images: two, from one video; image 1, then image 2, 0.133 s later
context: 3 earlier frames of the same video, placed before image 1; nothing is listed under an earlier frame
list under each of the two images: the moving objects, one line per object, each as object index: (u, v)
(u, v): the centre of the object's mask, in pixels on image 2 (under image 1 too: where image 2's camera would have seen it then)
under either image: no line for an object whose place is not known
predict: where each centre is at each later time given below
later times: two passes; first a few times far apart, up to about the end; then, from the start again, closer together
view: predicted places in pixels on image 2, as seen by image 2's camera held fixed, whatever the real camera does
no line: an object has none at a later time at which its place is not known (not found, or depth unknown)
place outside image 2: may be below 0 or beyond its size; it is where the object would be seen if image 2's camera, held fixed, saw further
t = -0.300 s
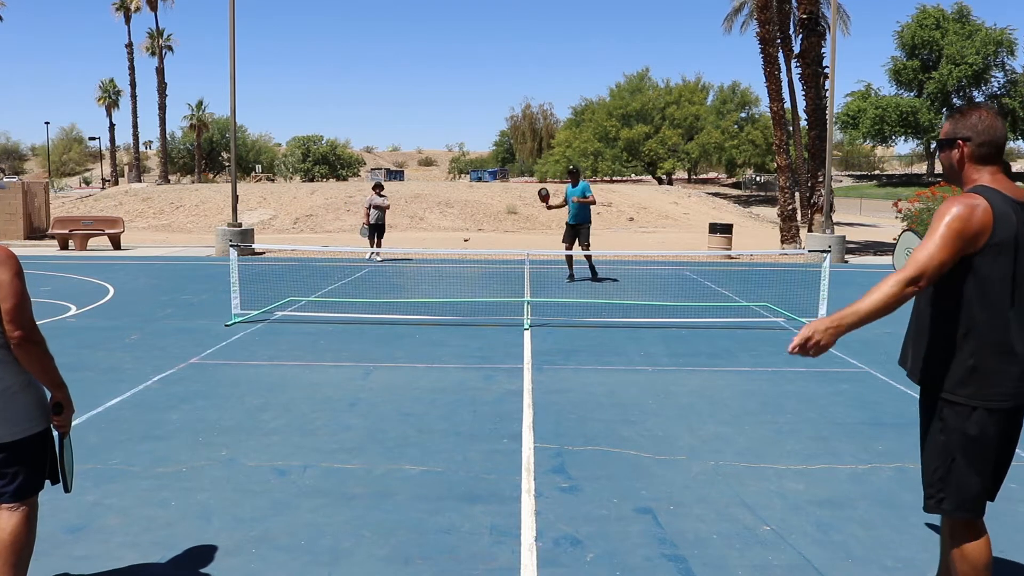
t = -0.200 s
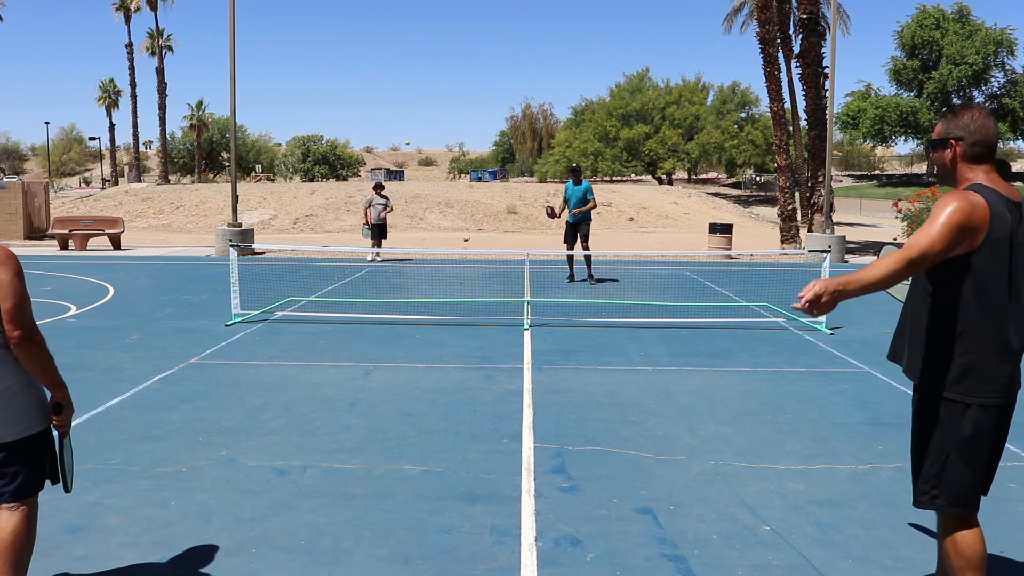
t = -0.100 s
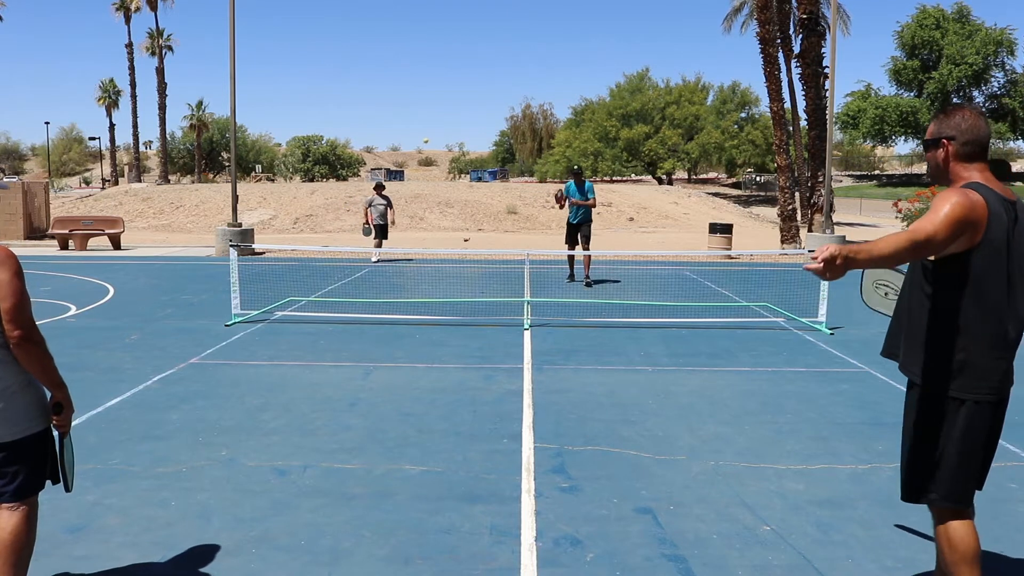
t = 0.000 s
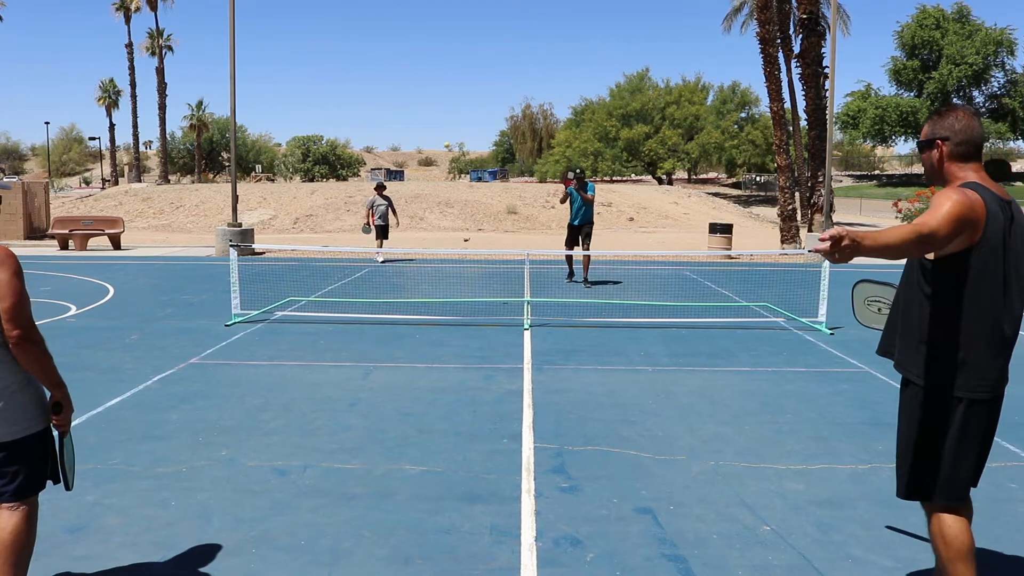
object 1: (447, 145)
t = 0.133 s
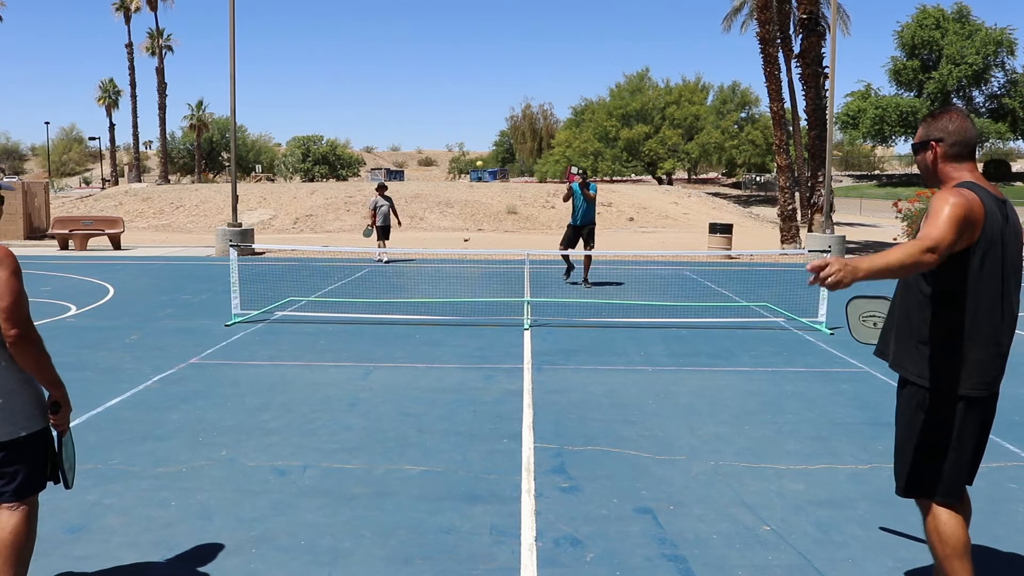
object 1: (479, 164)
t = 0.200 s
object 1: (499, 181)
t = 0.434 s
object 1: (588, 304)
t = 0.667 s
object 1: (689, 389)
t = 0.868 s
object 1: (765, 363)
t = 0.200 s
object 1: (499, 181)
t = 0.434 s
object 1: (588, 304)
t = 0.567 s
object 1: (658, 424)
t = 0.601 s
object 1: (668, 411)
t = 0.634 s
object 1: (678, 399)
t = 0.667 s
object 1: (689, 389)
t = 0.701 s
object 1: (700, 381)
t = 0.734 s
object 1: (712, 374)
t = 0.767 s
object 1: (725, 368)
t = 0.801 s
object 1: (738, 364)
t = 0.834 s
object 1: (751, 363)
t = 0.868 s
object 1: (765, 363)
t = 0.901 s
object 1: (780, 366)
